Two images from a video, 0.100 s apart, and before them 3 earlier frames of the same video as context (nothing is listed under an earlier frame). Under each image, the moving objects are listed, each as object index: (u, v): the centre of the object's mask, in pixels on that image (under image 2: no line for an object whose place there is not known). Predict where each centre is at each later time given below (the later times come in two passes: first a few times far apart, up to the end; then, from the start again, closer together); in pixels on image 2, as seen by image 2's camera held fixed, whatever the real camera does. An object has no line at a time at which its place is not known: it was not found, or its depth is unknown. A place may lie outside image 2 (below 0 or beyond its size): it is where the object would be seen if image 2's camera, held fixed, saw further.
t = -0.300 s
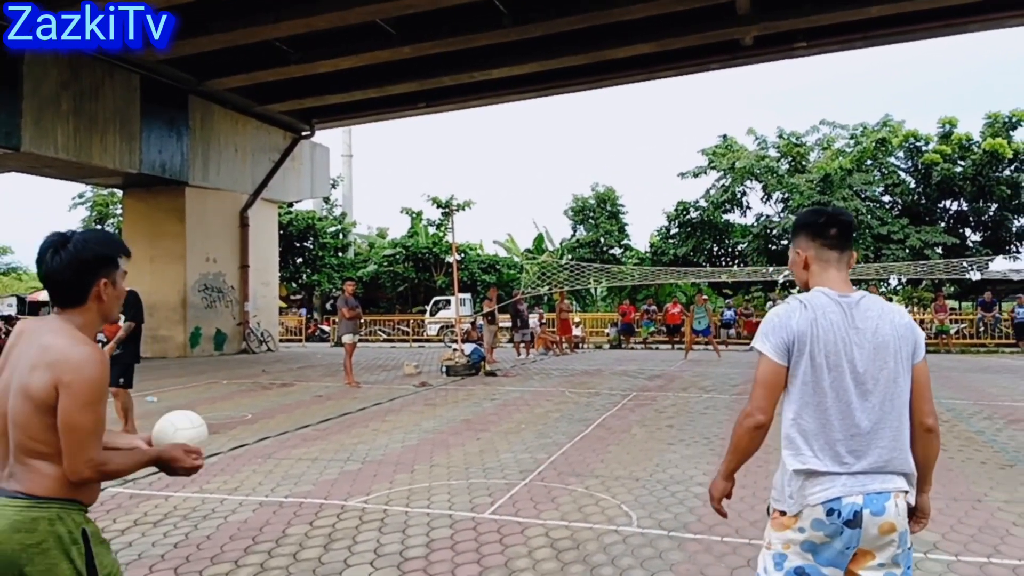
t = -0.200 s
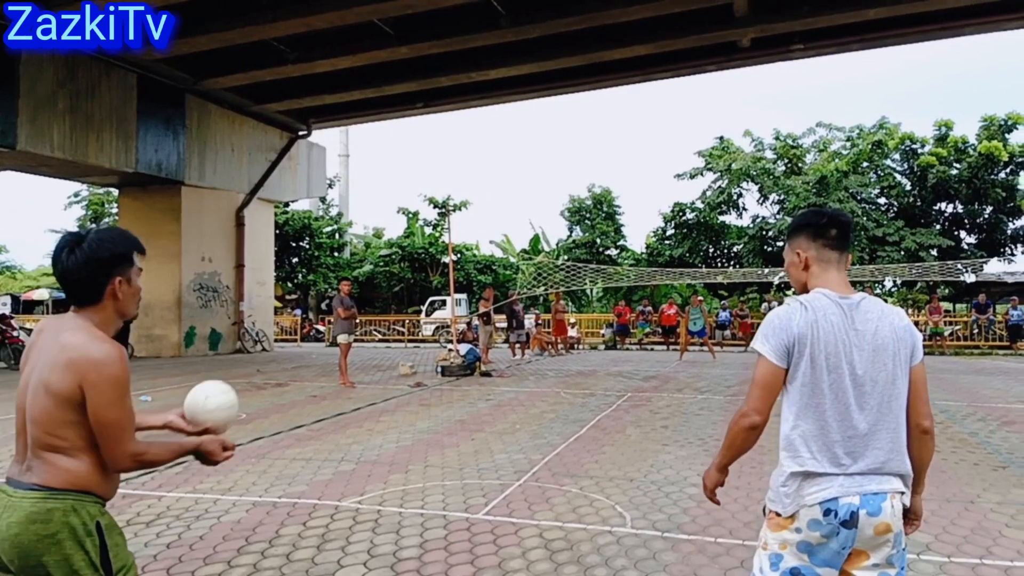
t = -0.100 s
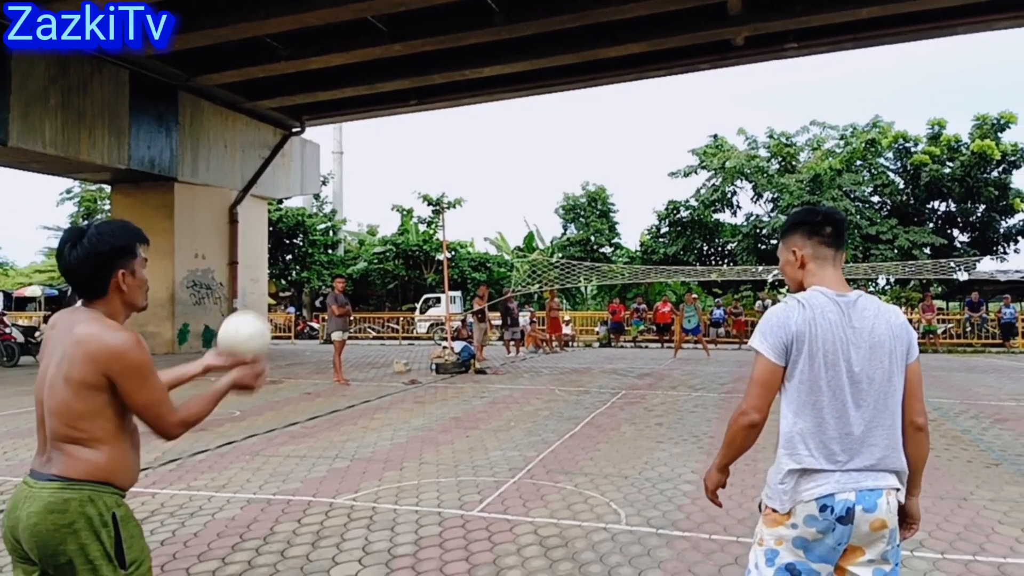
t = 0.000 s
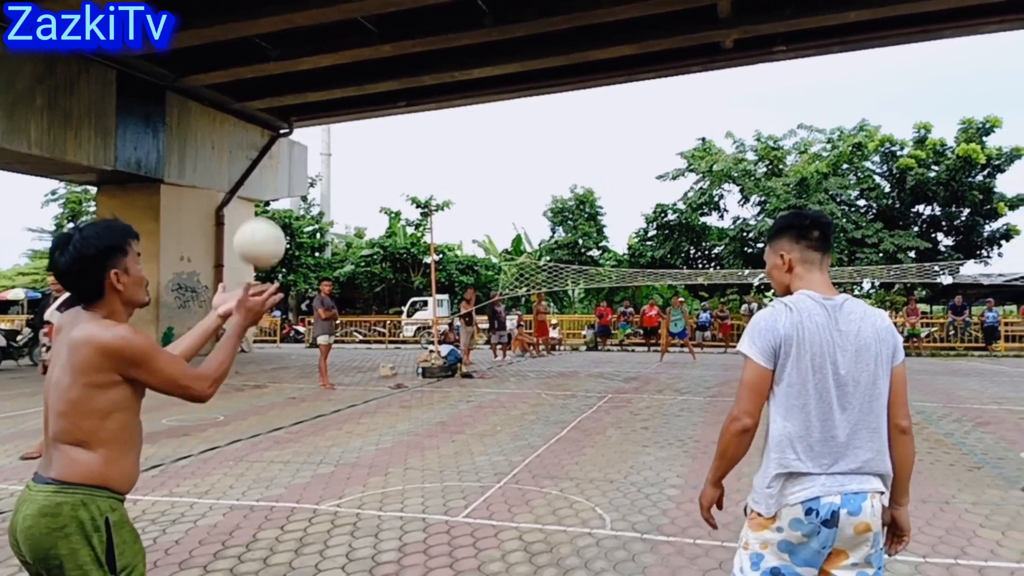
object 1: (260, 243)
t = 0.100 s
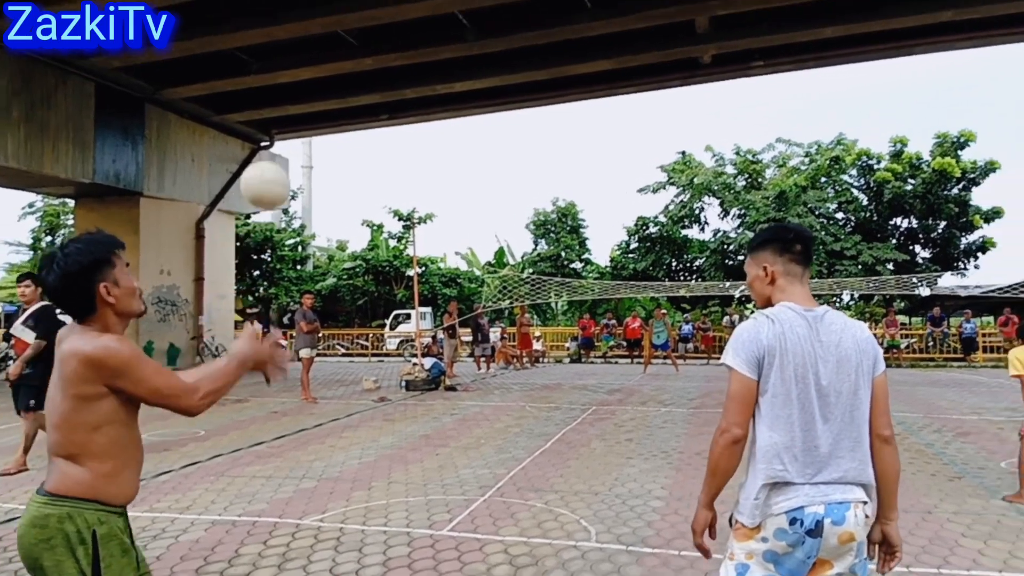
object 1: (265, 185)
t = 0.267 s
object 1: (304, 137)
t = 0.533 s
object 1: (363, 223)
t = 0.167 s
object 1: (281, 156)
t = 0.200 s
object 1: (289, 147)
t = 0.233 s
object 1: (297, 140)
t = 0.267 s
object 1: (304, 137)
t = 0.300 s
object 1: (310, 137)
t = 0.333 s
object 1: (318, 140)
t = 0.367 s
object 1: (325, 145)
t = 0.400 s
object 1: (333, 154)
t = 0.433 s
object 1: (341, 167)
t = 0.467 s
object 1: (349, 183)
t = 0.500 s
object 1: (356, 201)
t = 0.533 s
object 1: (363, 223)
